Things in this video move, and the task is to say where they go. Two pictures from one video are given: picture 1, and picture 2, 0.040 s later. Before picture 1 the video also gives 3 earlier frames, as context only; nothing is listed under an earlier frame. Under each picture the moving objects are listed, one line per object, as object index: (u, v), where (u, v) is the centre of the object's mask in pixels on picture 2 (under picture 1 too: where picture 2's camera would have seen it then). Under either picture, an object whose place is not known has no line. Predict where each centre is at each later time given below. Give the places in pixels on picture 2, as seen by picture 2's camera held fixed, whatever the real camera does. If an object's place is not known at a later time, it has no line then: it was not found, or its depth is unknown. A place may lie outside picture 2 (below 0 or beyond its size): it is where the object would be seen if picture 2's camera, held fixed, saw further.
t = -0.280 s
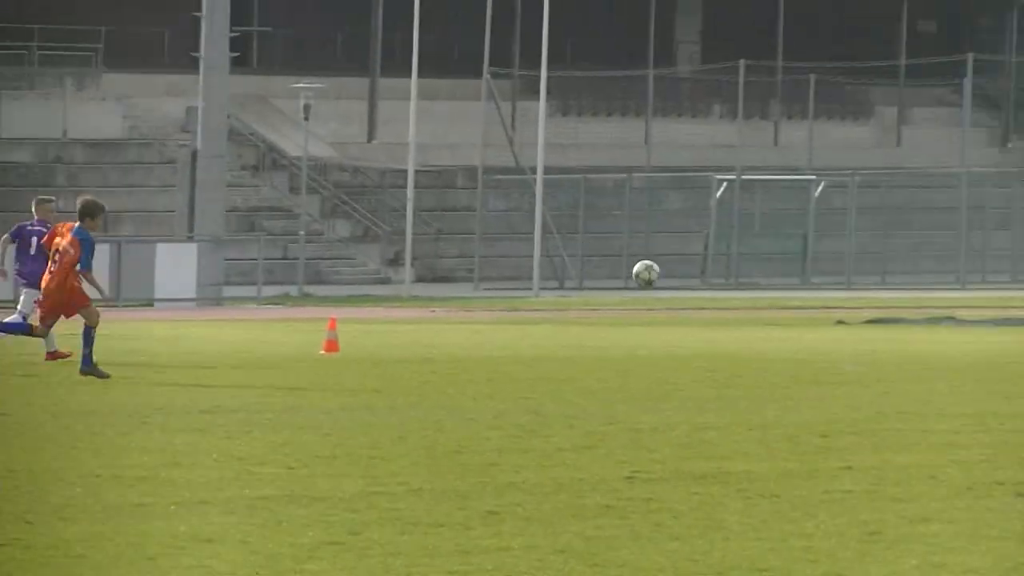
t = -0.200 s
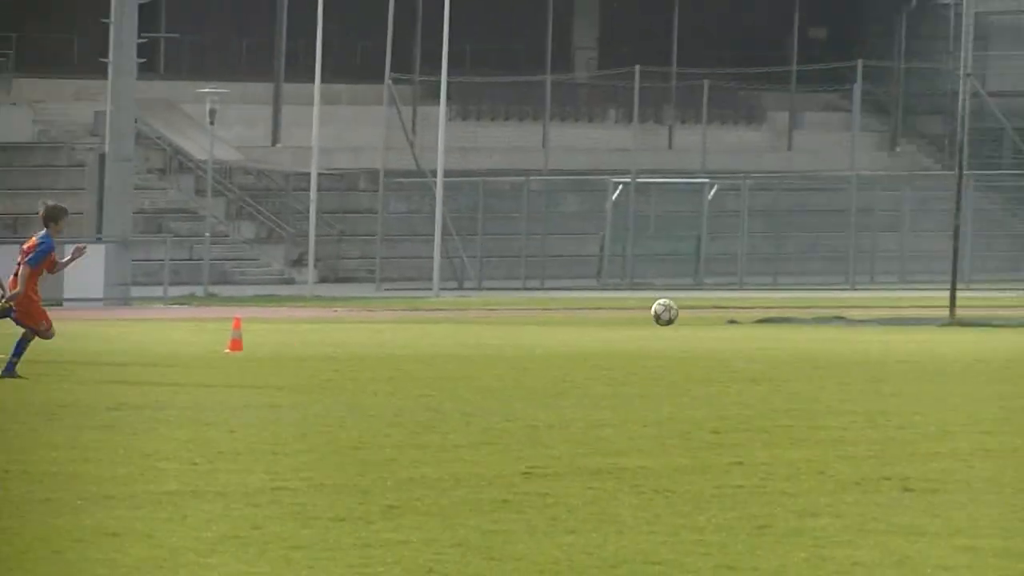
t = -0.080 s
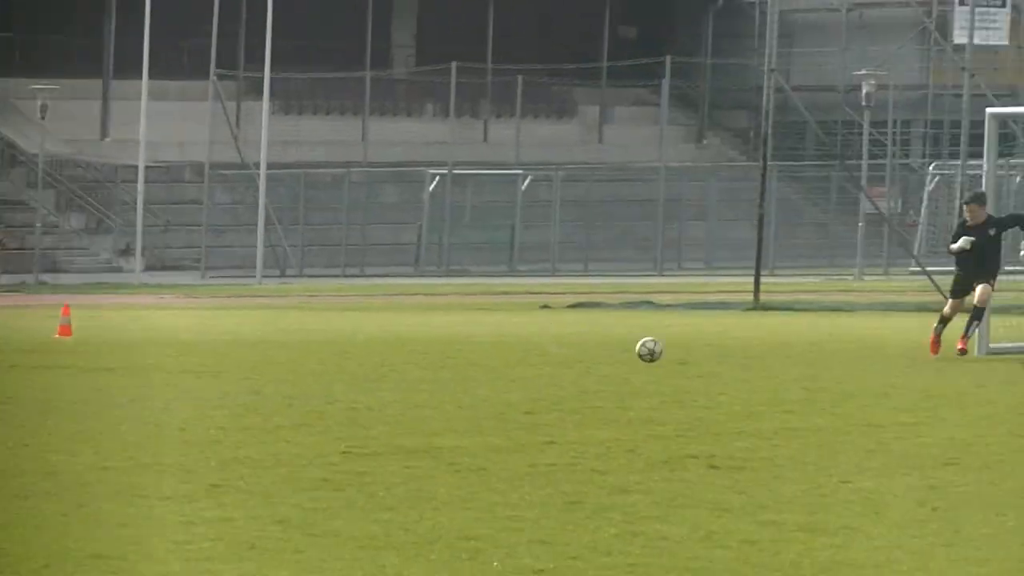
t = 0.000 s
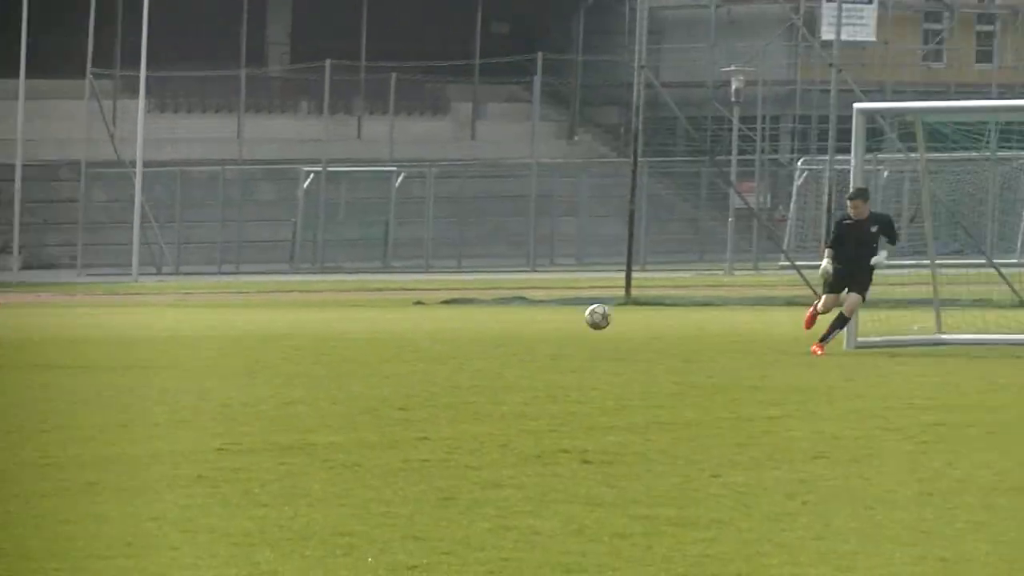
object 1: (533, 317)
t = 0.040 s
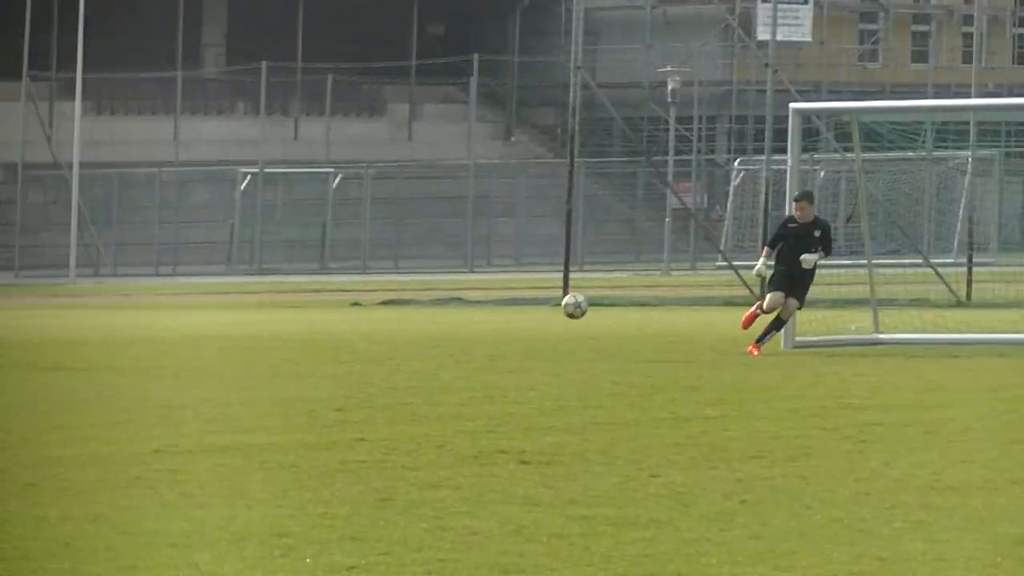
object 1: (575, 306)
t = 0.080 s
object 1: (612, 298)
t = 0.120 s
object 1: (650, 293)
